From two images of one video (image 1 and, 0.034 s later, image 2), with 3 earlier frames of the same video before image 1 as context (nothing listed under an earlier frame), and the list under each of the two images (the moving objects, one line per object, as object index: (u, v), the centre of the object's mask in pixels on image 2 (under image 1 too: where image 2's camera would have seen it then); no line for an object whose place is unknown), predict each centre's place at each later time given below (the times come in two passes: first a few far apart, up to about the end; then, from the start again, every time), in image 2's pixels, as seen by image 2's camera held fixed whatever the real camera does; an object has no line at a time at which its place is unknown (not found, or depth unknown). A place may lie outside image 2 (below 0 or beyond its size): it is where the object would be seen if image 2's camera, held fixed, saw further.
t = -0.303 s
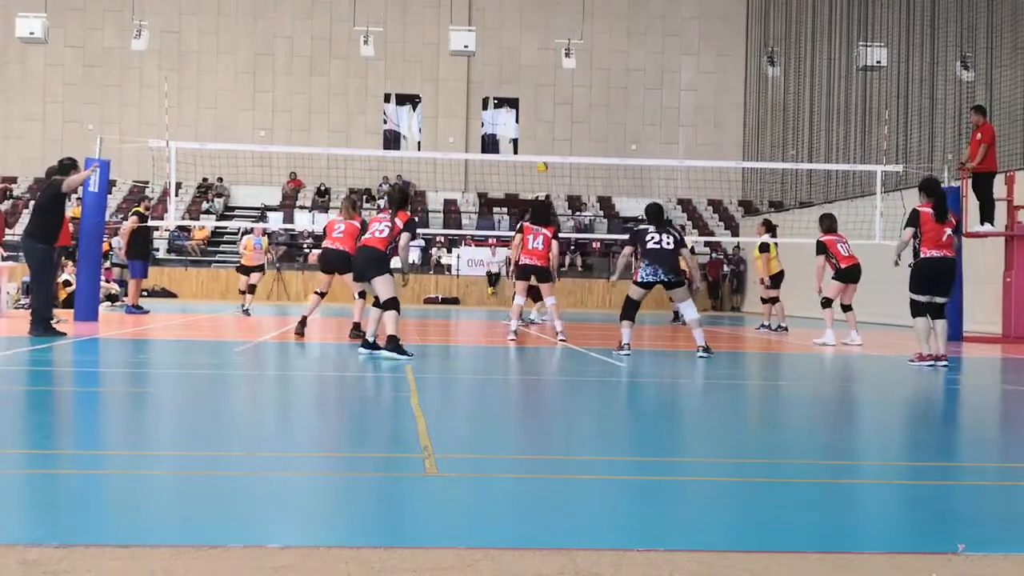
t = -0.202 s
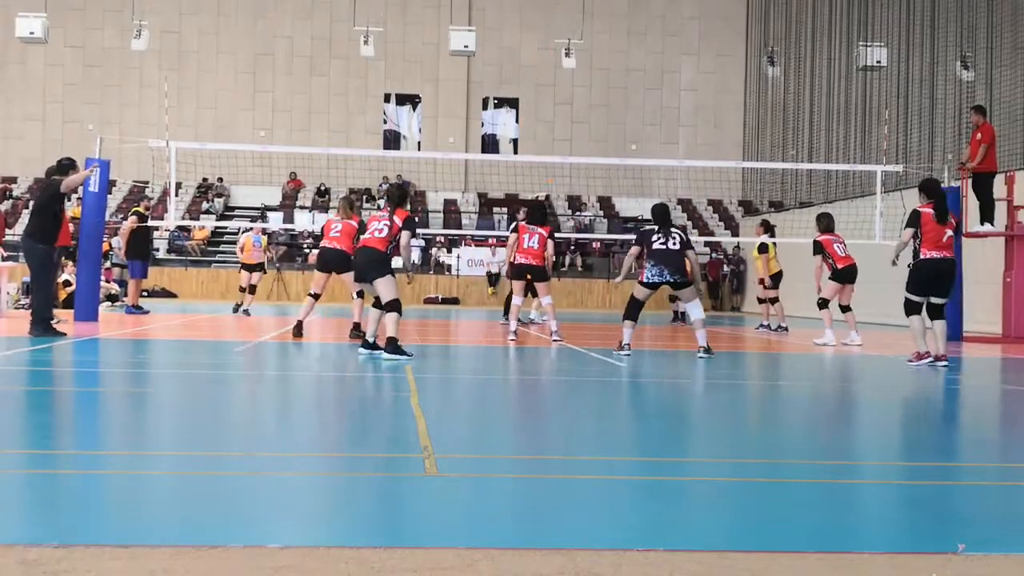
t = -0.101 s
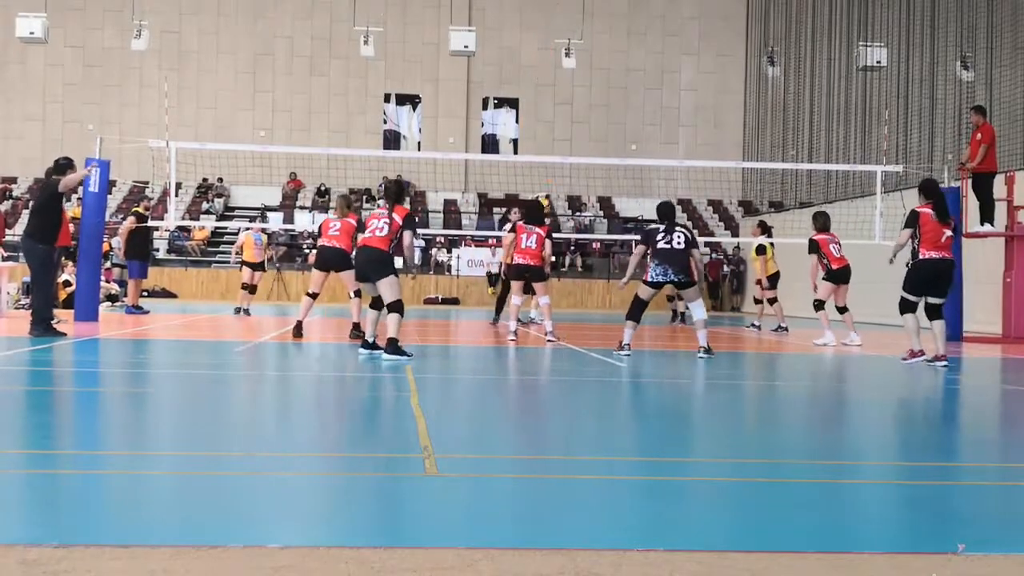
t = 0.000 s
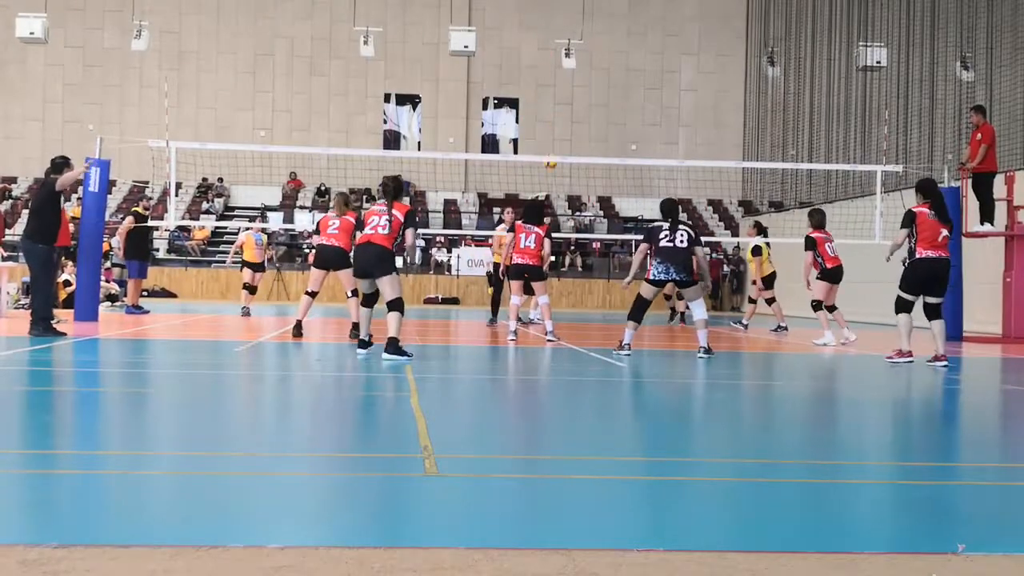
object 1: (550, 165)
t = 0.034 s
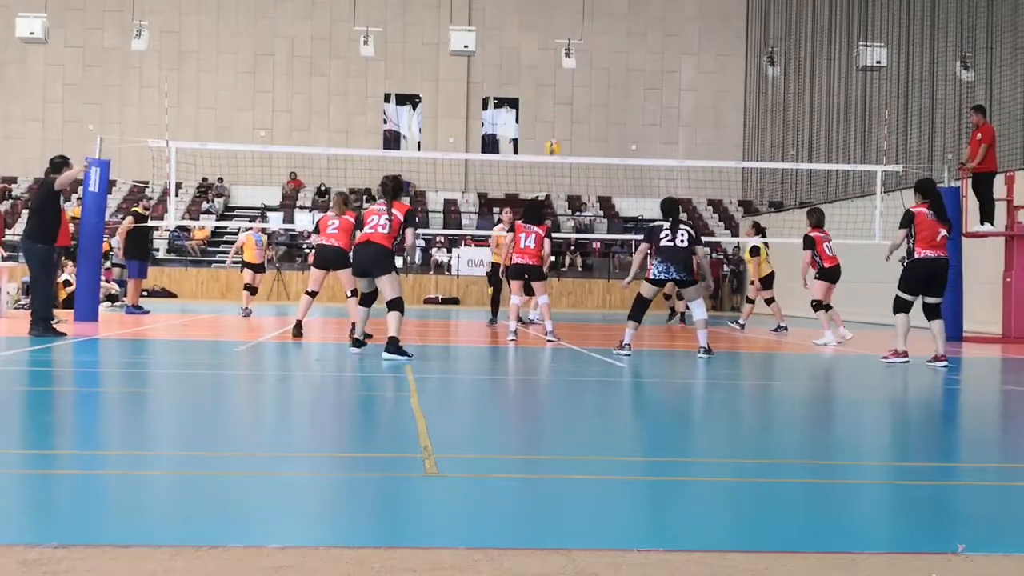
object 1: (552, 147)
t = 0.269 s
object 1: (570, 68)
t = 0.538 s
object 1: (593, 17)
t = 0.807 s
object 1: (619, 26)
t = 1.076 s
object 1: (647, 118)
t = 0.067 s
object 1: (555, 135)
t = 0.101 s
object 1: (557, 122)
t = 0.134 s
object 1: (560, 110)
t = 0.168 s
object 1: (563, 99)
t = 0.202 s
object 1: (564, 88)
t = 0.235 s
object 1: (568, 77)
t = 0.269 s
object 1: (570, 68)
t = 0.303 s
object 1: (573, 59)
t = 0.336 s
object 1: (578, 49)
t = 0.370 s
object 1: (578, 43)
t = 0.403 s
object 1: (582, 36)
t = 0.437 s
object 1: (584, 30)
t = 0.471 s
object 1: (586, 26)
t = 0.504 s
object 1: (590, 20)
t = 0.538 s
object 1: (593, 17)
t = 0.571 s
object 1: (597, 14)
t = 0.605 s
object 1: (600, 12)
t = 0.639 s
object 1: (602, 12)
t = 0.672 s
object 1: (606, 13)
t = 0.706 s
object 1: (609, 14)
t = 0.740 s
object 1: (612, 17)
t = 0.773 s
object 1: (616, 21)
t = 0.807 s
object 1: (619, 26)
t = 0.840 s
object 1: (622, 32)
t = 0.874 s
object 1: (626, 40)
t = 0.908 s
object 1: (629, 49)
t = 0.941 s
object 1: (633, 61)
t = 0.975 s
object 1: (636, 72)
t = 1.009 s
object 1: (640, 86)
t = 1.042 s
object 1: (643, 101)
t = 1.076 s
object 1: (647, 118)
